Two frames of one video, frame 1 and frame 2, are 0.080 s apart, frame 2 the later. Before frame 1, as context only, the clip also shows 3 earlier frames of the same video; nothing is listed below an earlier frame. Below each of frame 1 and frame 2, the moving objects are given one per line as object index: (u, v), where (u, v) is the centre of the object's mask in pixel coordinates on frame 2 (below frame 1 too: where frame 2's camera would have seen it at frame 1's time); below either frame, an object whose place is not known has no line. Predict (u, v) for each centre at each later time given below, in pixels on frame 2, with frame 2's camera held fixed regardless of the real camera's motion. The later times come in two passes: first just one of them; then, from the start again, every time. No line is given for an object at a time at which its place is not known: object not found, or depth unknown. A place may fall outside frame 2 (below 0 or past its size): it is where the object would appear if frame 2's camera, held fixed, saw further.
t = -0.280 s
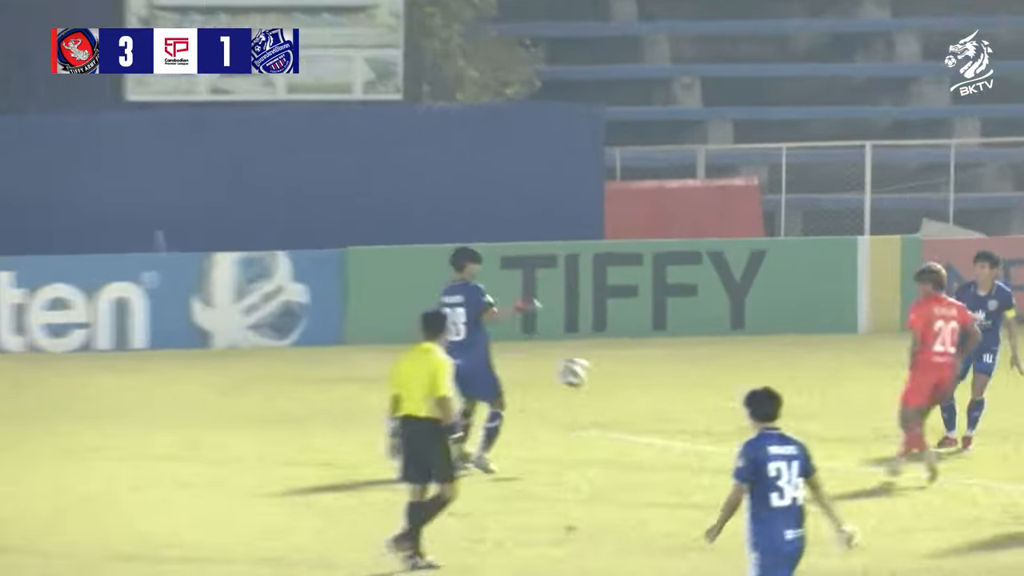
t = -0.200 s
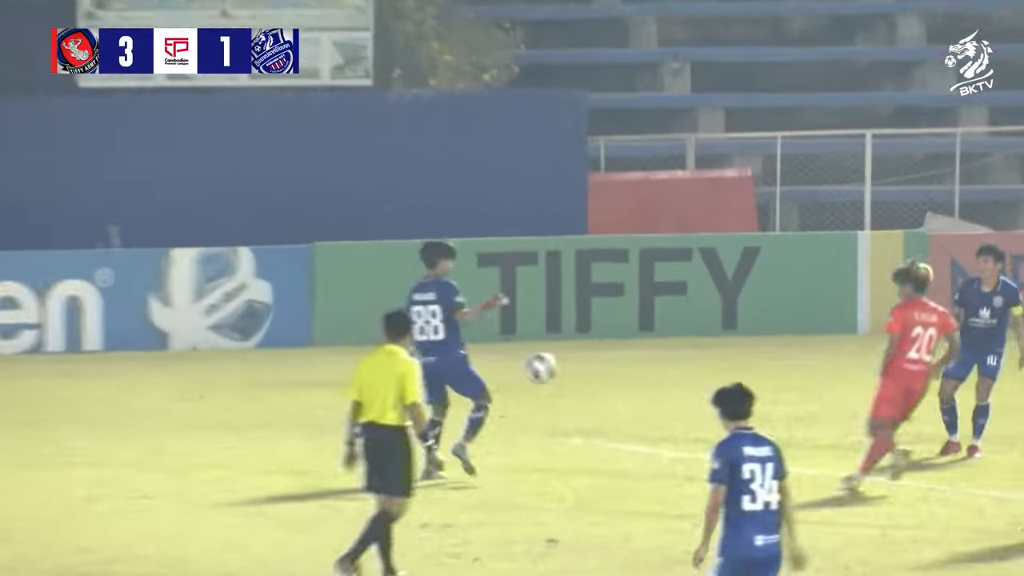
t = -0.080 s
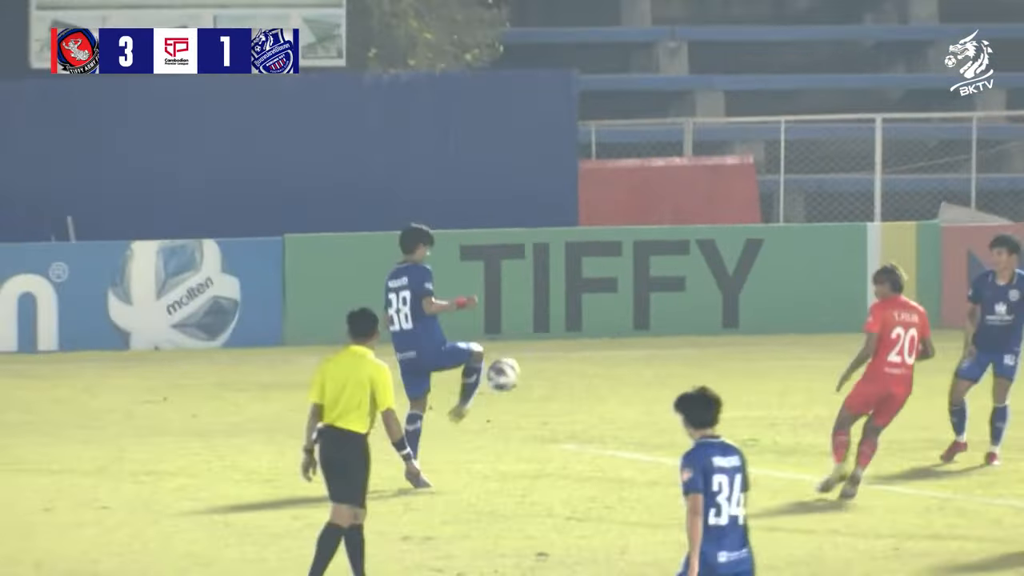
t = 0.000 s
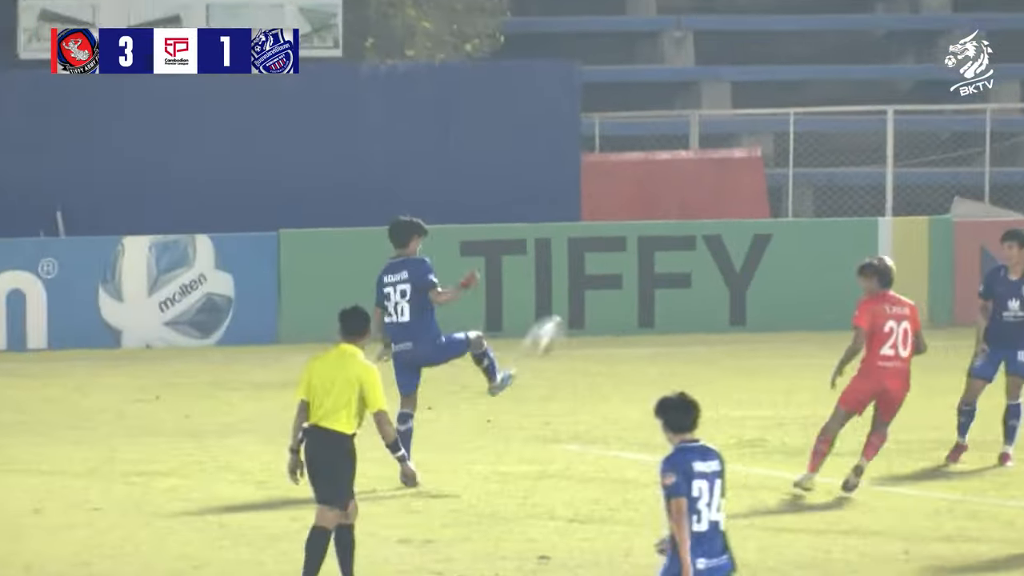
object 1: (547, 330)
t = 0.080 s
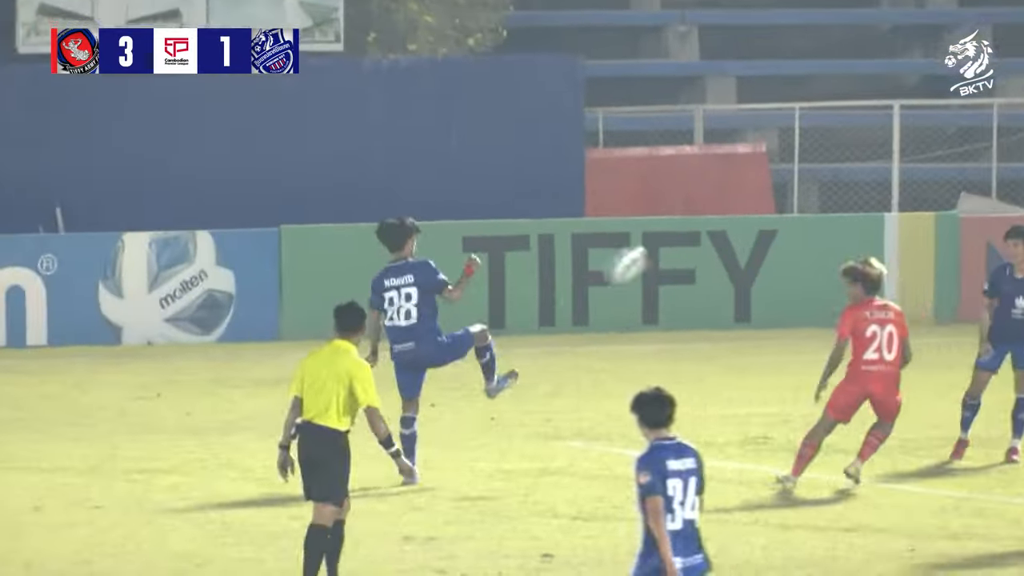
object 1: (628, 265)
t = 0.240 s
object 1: (791, 160)
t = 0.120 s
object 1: (666, 235)
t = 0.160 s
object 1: (710, 206)
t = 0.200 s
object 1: (751, 182)
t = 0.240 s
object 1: (791, 160)
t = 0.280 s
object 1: (828, 139)
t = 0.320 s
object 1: (868, 120)
